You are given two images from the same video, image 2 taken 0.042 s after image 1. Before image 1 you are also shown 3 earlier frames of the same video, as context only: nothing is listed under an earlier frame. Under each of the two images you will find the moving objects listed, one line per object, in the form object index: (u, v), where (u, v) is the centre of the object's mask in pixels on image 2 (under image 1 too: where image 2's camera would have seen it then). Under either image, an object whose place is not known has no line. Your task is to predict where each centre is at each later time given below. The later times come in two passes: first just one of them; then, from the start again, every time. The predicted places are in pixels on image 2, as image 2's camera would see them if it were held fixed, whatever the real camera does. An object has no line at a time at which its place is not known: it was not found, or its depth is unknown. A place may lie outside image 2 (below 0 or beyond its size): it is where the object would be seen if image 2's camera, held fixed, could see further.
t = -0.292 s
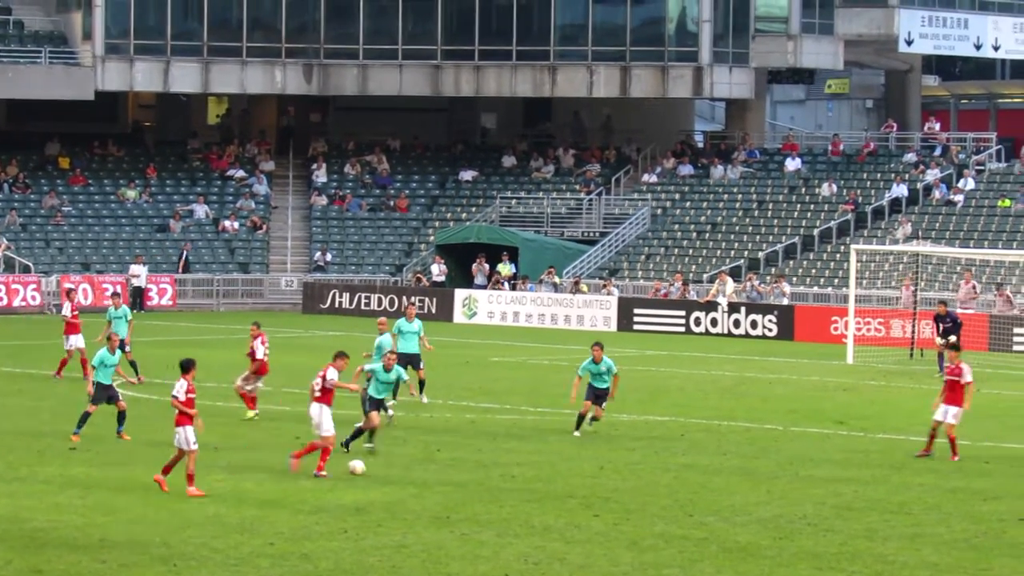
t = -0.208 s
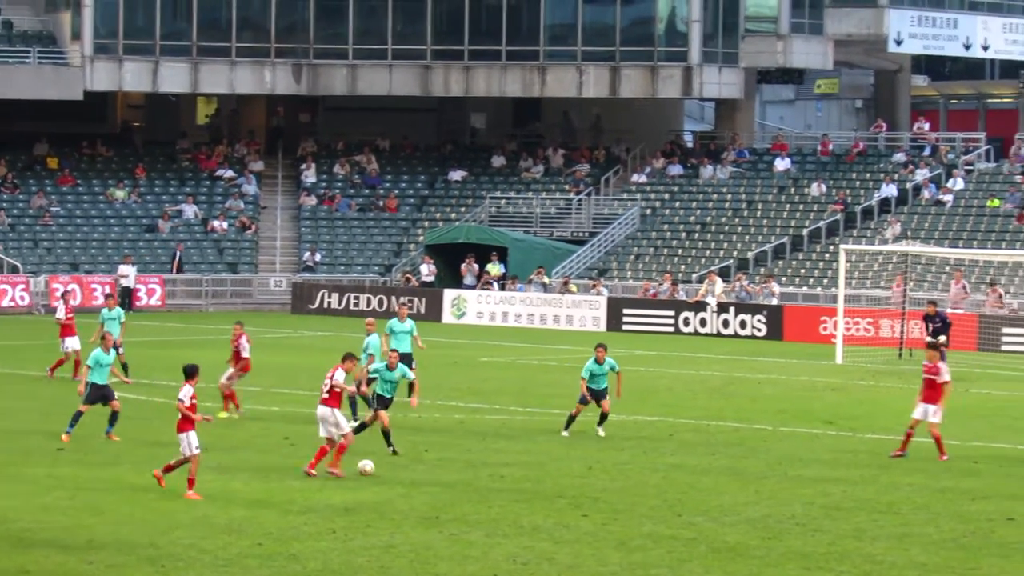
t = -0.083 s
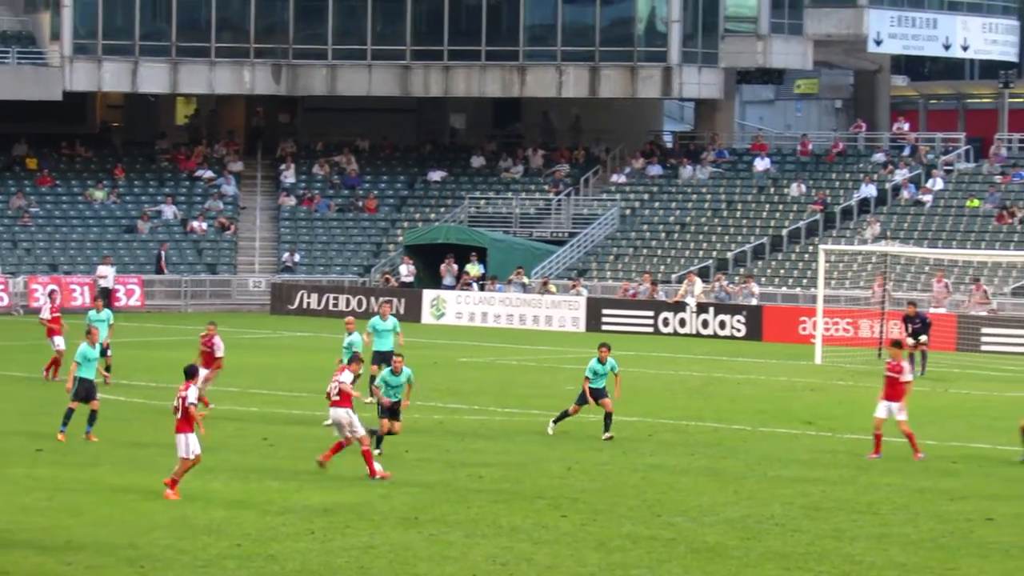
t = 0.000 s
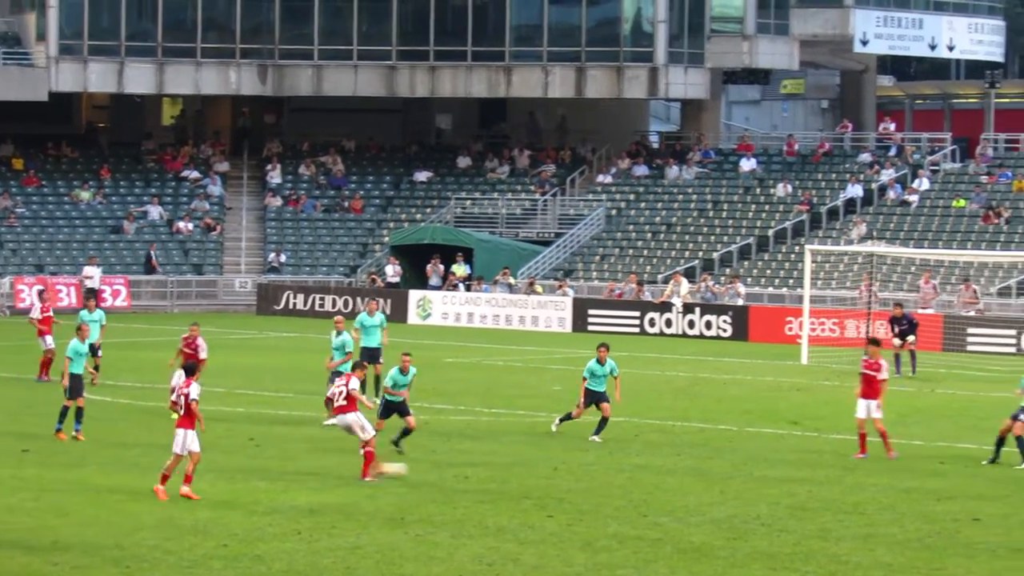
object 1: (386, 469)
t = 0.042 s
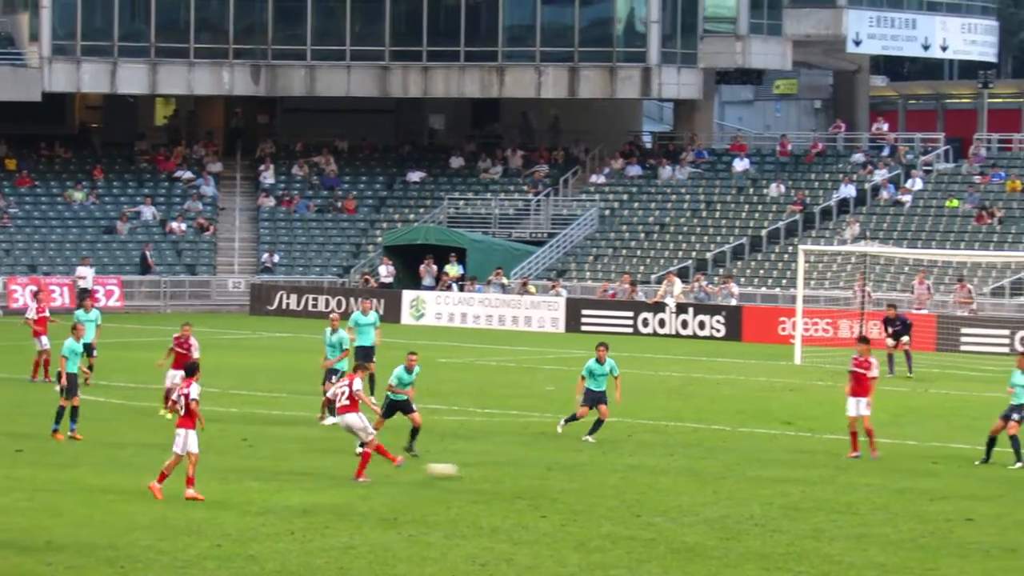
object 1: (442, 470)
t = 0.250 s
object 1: (696, 472)
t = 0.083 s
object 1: (496, 470)
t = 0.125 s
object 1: (548, 471)
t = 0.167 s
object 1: (598, 471)
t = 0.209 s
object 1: (646, 470)
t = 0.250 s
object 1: (696, 472)
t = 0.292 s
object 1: (743, 474)
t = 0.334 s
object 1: (789, 474)
